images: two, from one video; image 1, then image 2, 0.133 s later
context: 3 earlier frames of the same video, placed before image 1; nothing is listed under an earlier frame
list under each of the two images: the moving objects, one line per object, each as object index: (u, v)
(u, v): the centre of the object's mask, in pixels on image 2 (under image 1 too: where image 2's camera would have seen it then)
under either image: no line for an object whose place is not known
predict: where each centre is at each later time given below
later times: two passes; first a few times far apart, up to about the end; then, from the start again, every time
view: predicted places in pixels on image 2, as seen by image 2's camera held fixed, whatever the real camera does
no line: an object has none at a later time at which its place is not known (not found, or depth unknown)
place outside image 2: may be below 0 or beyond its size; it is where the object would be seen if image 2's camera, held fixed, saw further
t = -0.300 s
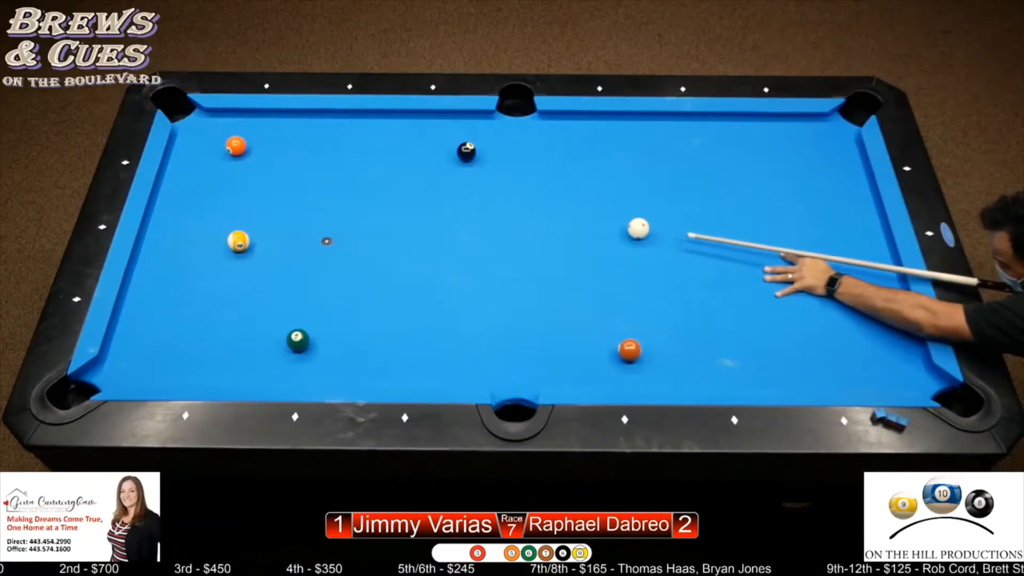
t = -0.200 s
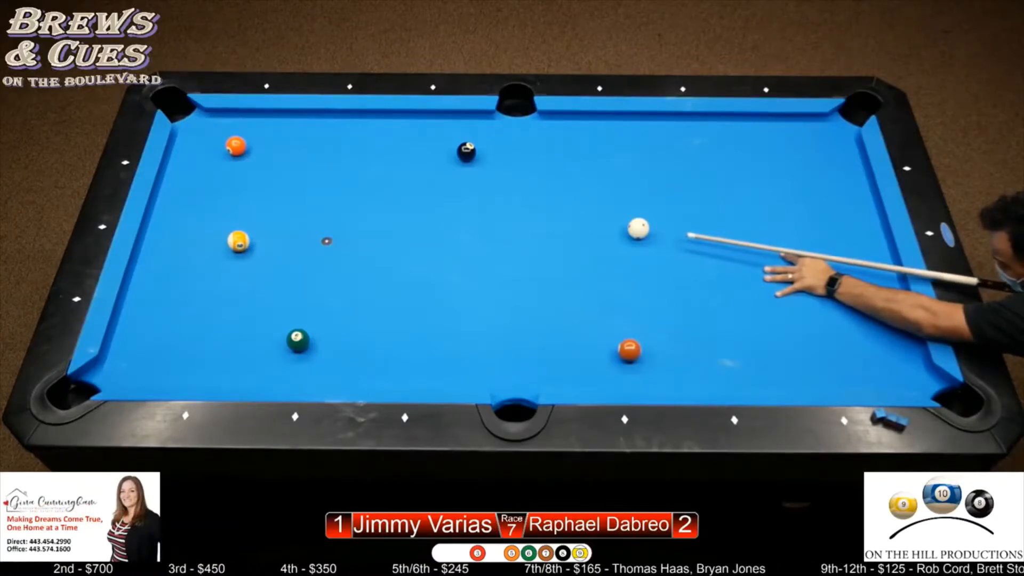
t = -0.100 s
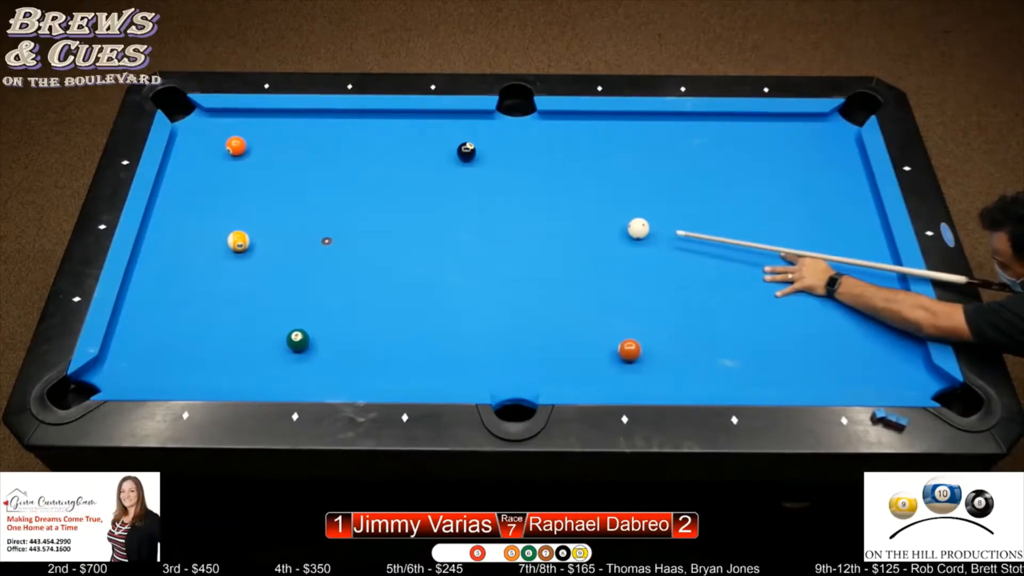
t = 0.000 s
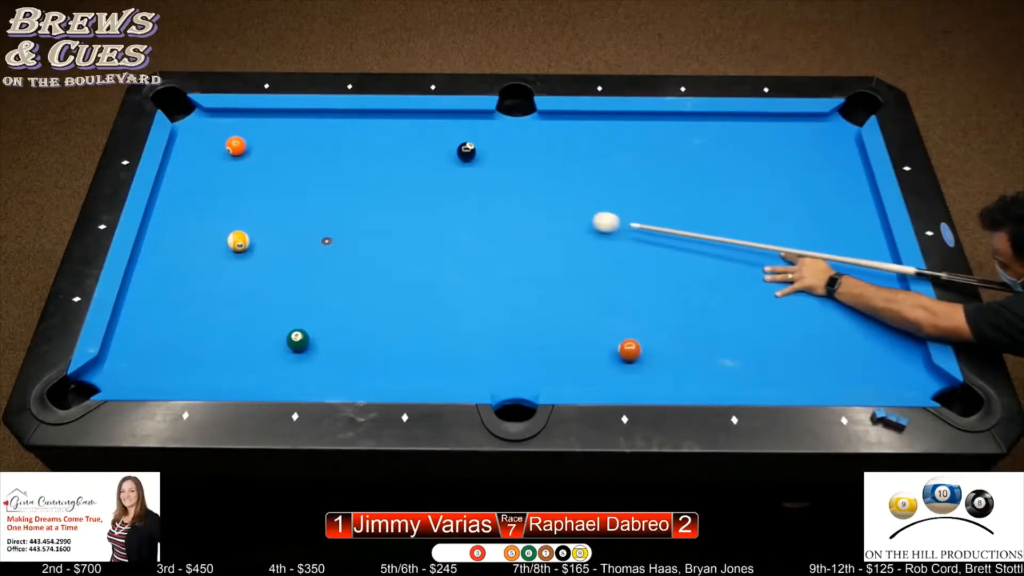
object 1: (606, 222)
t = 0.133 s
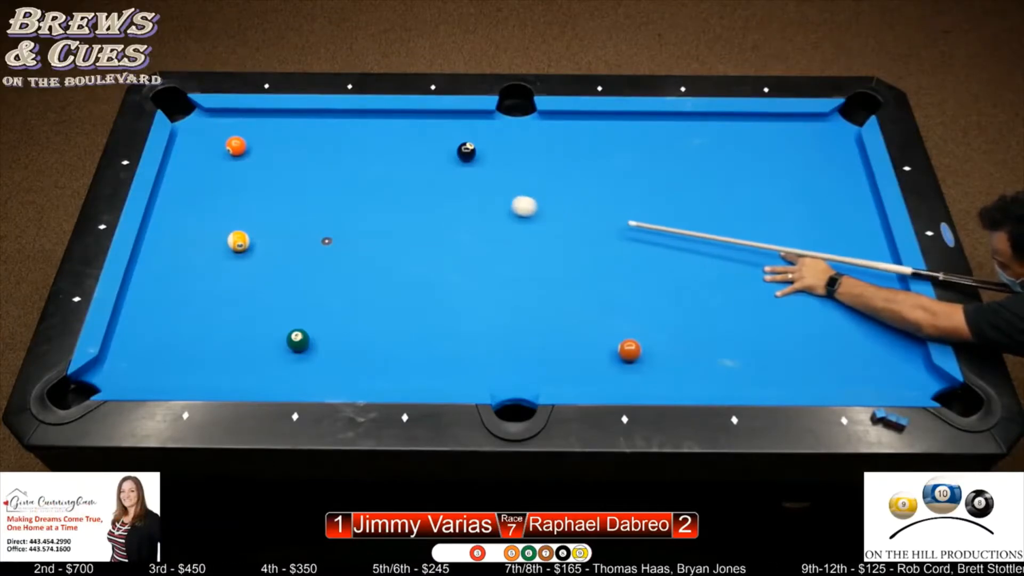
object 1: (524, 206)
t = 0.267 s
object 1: (447, 191)
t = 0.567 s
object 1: (283, 159)
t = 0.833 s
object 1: (214, 166)
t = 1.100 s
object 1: (171, 177)
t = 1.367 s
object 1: (201, 184)
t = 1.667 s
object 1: (232, 192)
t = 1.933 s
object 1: (258, 199)
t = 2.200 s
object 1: (283, 205)
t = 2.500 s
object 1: (308, 212)
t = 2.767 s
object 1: (328, 217)
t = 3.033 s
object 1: (346, 222)
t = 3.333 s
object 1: (364, 227)
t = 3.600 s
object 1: (378, 231)
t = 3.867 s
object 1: (389, 234)
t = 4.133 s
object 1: (399, 238)
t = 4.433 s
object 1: (408, 239)
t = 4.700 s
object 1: (413, 241)
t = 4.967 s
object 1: (417, 242)
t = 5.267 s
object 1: (418, 242)
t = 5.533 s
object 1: (418, 242)
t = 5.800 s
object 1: (418, 242)
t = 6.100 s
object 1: (418, 242)
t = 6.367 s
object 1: (418, 242)
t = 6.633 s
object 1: (418, 242)
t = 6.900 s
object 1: (418, 242)
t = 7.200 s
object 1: (418, 242)
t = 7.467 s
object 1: (418, 242)
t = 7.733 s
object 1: (418, 242)
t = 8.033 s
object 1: (418, 242)
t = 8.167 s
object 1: (418, 241)
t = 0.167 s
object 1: (504, 203)
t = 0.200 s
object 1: (485, 199)
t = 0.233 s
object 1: (466, 195)
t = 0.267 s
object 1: (447, 191)
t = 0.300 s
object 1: (428, 188)
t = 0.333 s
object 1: (410, 184)
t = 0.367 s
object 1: (391, 181)
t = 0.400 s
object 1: (373, 177)
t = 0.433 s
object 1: (354, 174)
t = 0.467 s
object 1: (336, 170)
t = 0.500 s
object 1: (319, 166)
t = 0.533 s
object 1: (301, 163)
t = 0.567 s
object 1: (283, 159)
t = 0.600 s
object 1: (266, 156)
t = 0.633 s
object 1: (250, 153)
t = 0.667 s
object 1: (246, 156)
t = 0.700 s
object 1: (240, 159)
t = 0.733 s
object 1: (235, 161)
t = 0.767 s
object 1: (228, 163)
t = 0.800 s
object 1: (221, 164)
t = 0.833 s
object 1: (214, 166)
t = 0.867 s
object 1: (207, 167)
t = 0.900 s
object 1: (199, 169)
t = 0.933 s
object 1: (192, 170)
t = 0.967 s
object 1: (185, 172)
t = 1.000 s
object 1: (178, 173)
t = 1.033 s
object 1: (171, 174)
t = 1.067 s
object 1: (167, 176)
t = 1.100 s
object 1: (171, 177)
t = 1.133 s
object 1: (175, 178)
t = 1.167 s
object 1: (179, 179)
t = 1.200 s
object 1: (183, 180)
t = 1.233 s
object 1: (186, 181)
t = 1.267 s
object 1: (190, 181)
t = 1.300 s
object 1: (193, 182)
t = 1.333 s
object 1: (197, 183)
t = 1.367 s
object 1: (201, 184)
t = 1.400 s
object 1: (204, 185)
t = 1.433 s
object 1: (208, 186)
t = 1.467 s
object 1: (211, 187)
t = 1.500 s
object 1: (215, 188)
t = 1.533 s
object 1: (219, 188)
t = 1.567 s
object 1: (222, 189)
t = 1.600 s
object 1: (225, 191)
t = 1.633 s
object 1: (229, 191)
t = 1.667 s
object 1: (232, 192)
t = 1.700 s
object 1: (236, 193)
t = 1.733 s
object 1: (239, 194)
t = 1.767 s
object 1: (242, 195)
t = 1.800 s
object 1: (246, 195)
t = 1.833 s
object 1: (249, 196)
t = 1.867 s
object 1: (252, 197)
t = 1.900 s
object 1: (255, 198)
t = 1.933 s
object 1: (258, 199)
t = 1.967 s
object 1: (262, 200)
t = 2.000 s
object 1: (265, 201)
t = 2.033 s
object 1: (268, 201)
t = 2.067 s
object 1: (271, 202)
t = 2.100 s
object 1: (274, 203)
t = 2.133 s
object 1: (277, 204)
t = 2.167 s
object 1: (280, 204)
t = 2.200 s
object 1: (283, 205)
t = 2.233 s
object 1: (286, 206)
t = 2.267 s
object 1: (289, 207)
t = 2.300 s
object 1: (291, 207)
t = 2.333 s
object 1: (294, 208)
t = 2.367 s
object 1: (297, 209)
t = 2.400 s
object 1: (300, 210)
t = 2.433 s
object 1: (303, 210)
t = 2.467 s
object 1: (305, 211)
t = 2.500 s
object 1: (308, 212)
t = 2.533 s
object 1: (309, 212)
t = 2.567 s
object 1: (313, 213)
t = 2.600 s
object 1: (316, 214)
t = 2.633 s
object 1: (318, 215)
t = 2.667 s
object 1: (321, 215)
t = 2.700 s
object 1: (322, 215)
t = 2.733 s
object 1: (324, 216)
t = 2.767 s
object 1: (328, 217)
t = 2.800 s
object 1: (331, 218)
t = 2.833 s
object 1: (333, 218)
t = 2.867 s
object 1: (335, 219)
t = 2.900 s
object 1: (336, 219)
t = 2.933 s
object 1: (339, 220)
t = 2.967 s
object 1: (342, 221)
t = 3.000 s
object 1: (343, 221)
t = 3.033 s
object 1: (346, 222)
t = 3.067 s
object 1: (348, 222)
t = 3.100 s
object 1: (350, 223)
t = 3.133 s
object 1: (352, 223)
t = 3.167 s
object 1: (354, 224)
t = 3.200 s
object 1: (356, 225)
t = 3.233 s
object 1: (358, 225)
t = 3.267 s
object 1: (360, 226)
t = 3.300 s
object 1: (362, 226)
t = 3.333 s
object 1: (364, 227)
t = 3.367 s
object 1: (365, 227)
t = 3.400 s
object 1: (367, 228)
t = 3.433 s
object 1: (369, 228)
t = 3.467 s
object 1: (371, 229)
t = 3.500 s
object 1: (373, 229)
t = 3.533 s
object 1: (374, 230)
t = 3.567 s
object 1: (376, 230)
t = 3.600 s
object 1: (378, 231)
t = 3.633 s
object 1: (379, 231)
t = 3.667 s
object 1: (381, 232)
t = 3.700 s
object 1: (382, 232)
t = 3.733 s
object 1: (384, 233)
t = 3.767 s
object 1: (385, 233)
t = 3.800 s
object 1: (387, 233)
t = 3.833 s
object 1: (388, 234)
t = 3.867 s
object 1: (389, 234)
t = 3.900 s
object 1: (391, 235)
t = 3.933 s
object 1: (392, 235)
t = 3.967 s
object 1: (393, 236)
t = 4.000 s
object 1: (395, 236)
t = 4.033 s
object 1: (396, 236)
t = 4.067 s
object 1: (397, 237)
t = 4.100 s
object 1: (398, 237)
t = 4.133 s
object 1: (399, 238)
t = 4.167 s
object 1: (401, 238)
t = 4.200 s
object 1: (402, 238)
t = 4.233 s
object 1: (402, 238)
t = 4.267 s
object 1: (404, 238)
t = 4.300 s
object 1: (405, 239)
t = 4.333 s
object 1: (406, 239)
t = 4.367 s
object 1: (406, 239)
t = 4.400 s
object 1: (407, 239)
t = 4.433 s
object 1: (408, 239)
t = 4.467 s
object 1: (409, 240)
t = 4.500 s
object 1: (410, 240)
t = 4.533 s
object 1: (410, 240)
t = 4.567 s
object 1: (411, 240)
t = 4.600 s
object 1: (412, 241)
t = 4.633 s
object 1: (412, 241)
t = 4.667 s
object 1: (413, 241)
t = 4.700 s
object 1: (413, 241)
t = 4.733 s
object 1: (414, 241)
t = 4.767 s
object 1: (415, 241)
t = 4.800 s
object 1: (415, 241)
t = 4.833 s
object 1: (416, 241)
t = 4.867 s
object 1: (416, 241)
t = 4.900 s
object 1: (416, 242)
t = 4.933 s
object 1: (417, 242)
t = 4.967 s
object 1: (417, 242)
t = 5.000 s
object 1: (417, 242)
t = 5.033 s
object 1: (418, 242)
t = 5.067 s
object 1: (418, 242)
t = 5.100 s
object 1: (418, 242)
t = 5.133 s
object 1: (418, 242)
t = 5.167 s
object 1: (418, 242)
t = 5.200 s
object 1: (418, 242)
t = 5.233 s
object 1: (418, 242)
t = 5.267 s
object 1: (418, 242)
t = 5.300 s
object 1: (418, 242)
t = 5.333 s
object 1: (418, 242)
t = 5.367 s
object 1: (418, 242)
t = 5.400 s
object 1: (418, 242)
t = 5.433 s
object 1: (418, 242)
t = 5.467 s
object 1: (418, 242)
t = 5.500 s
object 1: (418, 242)
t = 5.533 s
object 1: (418, 242)
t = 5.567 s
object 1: (418, 242)
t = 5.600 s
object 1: (418, 242)
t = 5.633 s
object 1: (418, 242)
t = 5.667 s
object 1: (418, 242)
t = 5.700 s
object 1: (418, 242)
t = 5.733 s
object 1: (418, 242)
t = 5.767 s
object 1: (418, 242)
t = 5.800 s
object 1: (418, 242)
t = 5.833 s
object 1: (418, 242)
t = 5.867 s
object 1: (418, 242)
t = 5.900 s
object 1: (418, 242)
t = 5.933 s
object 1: (418, 242)
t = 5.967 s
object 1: (418, 242)
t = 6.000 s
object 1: (418, 242)
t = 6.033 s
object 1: (418, 242)
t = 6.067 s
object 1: (418, 242)
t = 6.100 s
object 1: (418, 242)
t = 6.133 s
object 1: (418, 242)
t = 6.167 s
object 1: (418, 242)
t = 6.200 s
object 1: (418, 242)
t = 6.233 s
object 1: (418, 242)
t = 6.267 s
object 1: (418, 242)
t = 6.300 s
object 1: (418, 242)
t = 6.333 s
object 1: (418, 241)
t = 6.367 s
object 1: (418, 242)
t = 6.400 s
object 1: (418, 241)
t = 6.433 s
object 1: (418, 242)
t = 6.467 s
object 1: (418, 242)
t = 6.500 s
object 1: (418, 242)
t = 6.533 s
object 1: (418, 242)
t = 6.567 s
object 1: (418, 242)
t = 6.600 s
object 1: (418, 242)
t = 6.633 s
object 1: (418, 242)
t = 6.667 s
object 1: (418, 241)
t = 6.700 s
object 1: (418, 241)
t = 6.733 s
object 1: (418, 242)
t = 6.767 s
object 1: (418, 242)
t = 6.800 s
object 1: (418, 241)
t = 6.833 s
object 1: (418, 242)
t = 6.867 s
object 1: (418, 242)
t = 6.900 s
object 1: (418, 242)
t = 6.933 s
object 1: (418, 242)
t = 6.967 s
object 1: (418, 242)
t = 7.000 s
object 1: (418, 242)
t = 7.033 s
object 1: (418, 242)
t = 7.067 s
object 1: (418, 242)
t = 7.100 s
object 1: (418, 242)
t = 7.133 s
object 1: (418, 242)
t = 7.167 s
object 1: (418, 242)
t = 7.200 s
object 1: (418, 242)
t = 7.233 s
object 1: (418, 242)
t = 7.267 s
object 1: (418, 242)
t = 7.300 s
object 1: (418, 242)
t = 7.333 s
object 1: (418, 242)
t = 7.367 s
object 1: (418, 242)
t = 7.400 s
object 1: (418, 242)
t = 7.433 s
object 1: (418, 242)
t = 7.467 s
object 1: (418, 242)
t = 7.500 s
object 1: (418, 241)
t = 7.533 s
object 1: (418, 242)
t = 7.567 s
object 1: (418, 242)
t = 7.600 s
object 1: (418, 242)
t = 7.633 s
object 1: (418, 242)
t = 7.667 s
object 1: (418, 242)
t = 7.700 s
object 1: (418, 242)
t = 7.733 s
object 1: (418, 242)
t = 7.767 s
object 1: (418, 242)
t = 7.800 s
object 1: (418, 242)
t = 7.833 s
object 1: (418, 242)
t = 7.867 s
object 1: (418, 242)
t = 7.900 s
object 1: (418, 242)
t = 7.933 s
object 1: (418, 242)
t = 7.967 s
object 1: (418, 242)
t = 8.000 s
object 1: (418, 242)
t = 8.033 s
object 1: (418, 242)
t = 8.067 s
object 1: (418, 241)
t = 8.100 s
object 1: (418, 242)
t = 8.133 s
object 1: (418, 242)
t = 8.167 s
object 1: (418, 241)
